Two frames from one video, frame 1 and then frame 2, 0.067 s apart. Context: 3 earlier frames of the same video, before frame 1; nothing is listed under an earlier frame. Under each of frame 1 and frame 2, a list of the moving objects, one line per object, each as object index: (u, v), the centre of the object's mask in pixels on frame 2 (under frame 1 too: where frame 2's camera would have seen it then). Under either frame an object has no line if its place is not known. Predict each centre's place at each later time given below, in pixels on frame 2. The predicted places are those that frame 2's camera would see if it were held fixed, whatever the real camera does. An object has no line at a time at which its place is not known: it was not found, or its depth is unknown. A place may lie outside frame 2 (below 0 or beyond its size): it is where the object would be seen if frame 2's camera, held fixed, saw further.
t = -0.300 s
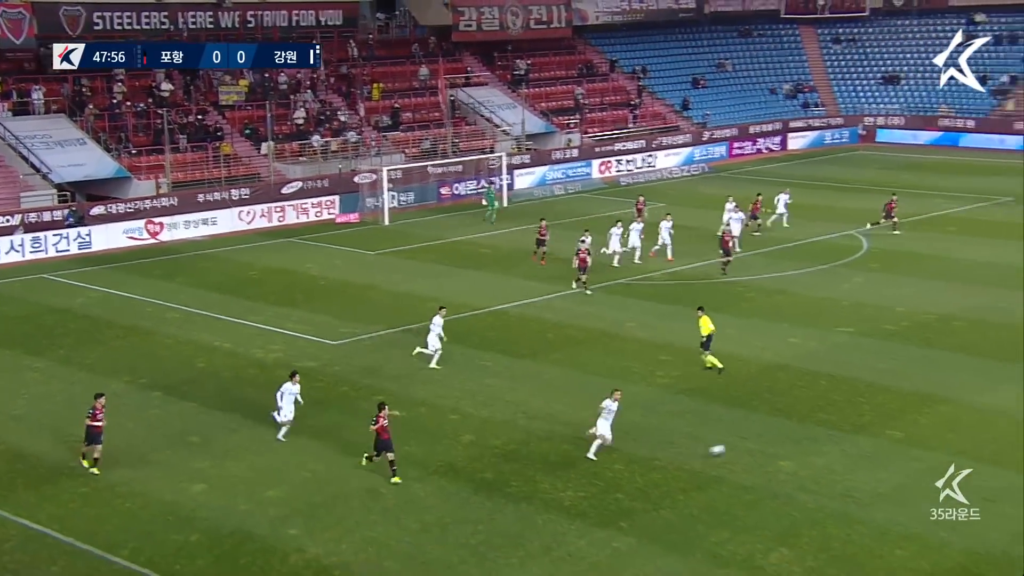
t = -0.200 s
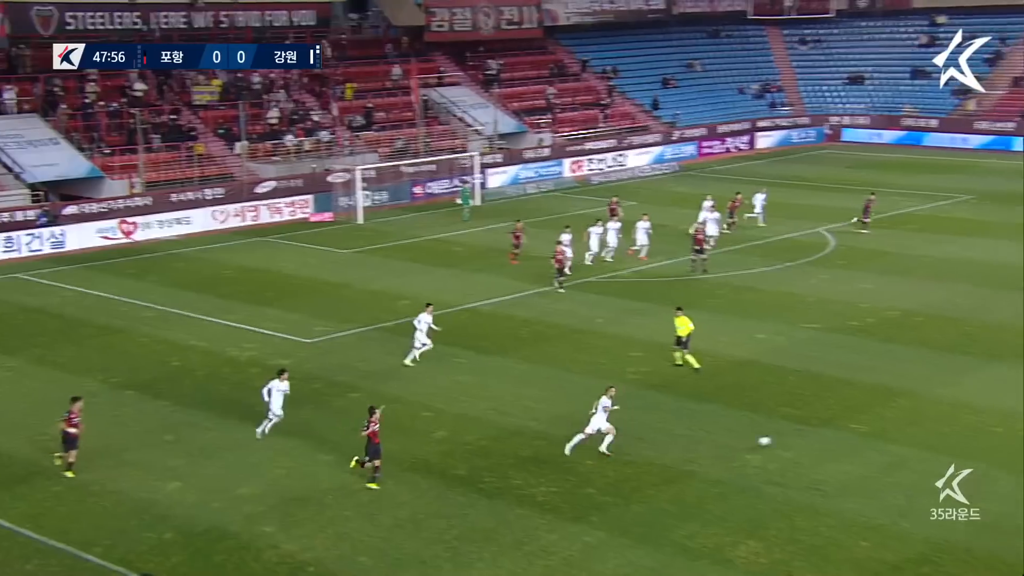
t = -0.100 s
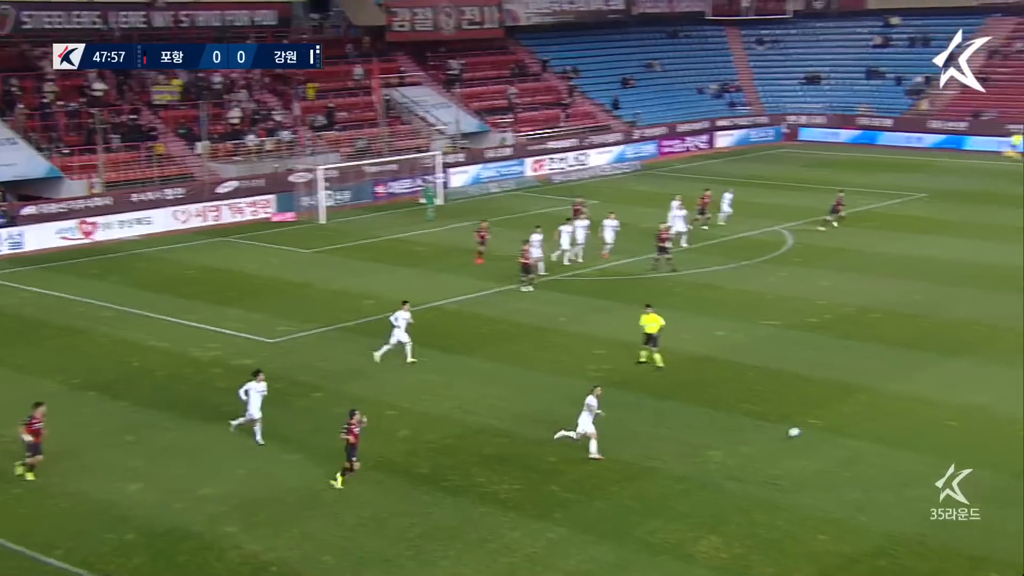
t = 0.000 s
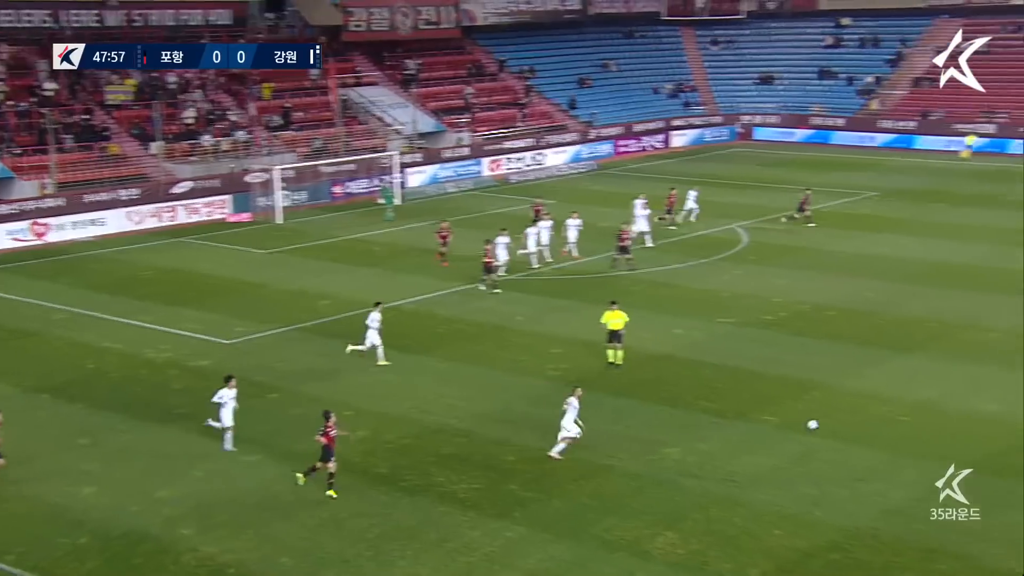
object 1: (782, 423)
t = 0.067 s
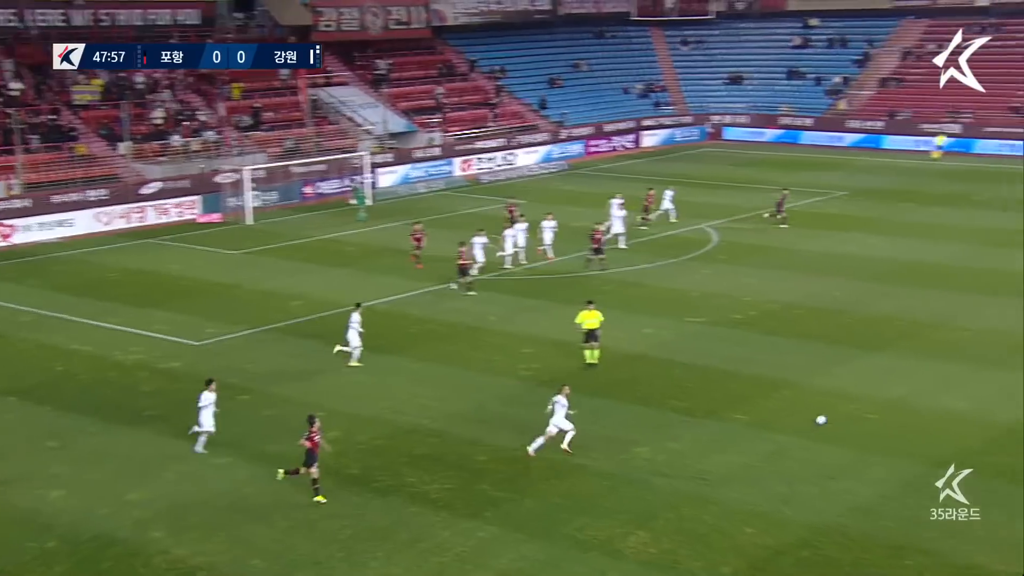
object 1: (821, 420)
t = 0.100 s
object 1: (839, 418)
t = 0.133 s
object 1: (857, 417)
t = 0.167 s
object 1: (874, 415)
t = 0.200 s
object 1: (892, 414)
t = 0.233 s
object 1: (908, 413)
